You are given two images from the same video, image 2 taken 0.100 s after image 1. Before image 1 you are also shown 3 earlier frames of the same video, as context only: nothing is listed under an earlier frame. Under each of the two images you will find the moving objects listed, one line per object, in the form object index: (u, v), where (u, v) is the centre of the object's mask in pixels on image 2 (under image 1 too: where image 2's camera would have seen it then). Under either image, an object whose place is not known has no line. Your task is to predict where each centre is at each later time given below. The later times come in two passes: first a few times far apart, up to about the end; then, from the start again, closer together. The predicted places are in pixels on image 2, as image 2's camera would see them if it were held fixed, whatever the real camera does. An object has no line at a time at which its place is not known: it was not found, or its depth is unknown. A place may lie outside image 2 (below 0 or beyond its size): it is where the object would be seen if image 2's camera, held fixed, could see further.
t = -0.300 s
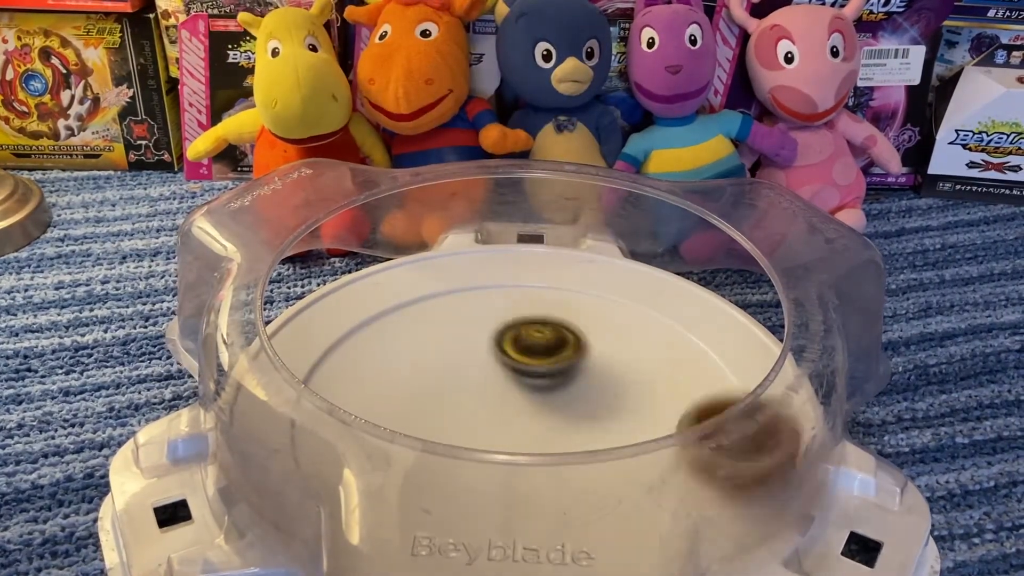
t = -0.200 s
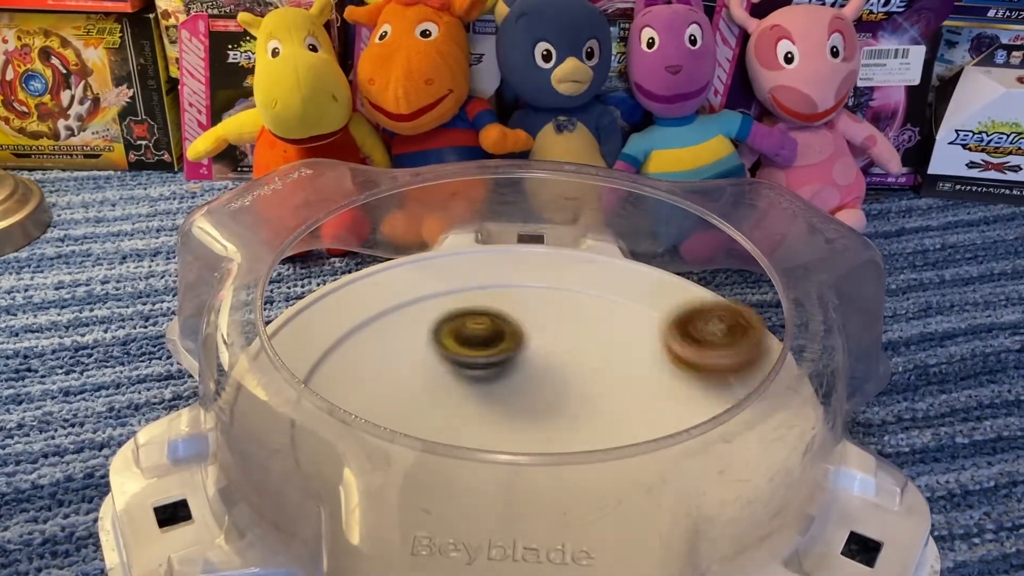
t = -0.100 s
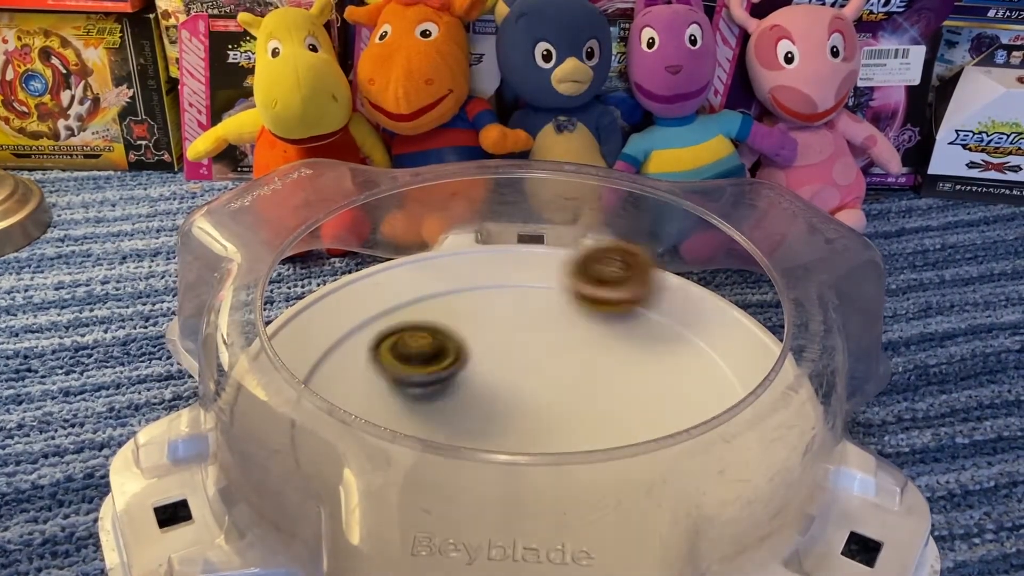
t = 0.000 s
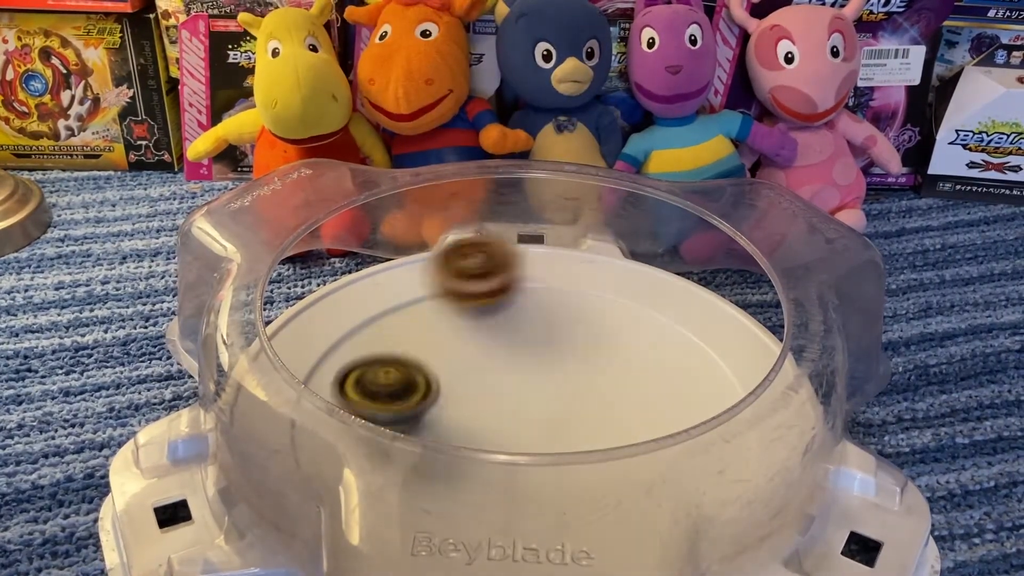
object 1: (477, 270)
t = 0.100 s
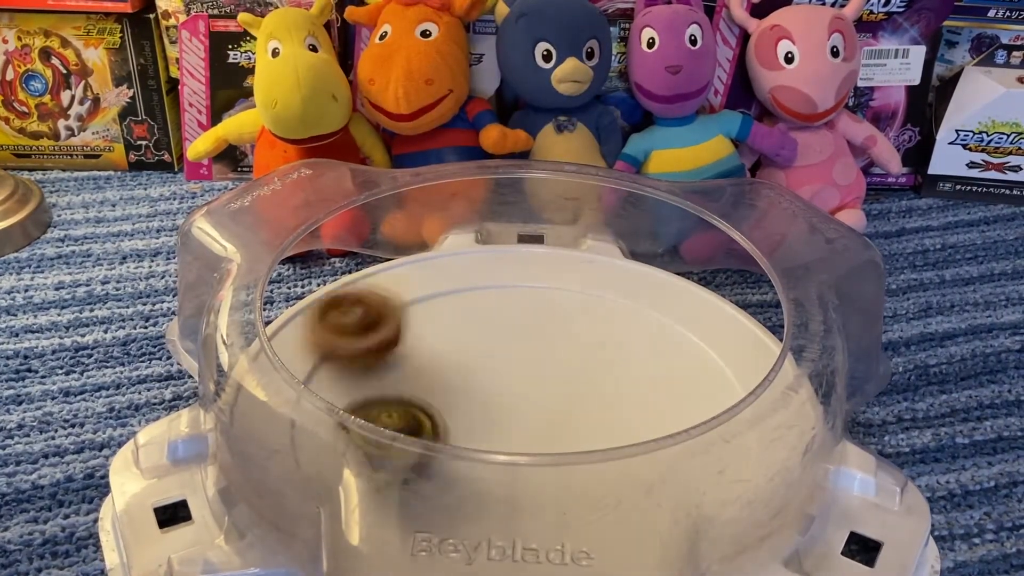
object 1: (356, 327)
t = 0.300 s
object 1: (438, 528)
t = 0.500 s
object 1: (745, 413)
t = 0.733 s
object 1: (541, 278)
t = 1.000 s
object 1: (404, 428)
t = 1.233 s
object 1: (694, 487)
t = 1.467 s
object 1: (673, 319)
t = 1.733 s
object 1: (379, 294)
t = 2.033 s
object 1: (458, 519)
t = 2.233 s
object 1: (699, 461)
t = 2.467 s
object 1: (669, 306)
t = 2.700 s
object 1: (424, 291)
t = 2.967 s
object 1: (325, 341)
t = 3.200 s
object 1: (379, 386)
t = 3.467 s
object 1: (529, 382)
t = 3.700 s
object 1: (543, 299)
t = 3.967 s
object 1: (500, 316)
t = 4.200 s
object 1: (510, 370)
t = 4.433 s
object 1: (614, 400)
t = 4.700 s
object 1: (610, 388)
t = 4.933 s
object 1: (567, 386)
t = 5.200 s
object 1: (487, 410)
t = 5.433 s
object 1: (461, 423)
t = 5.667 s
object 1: (478, 419)
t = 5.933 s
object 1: (489, 396)
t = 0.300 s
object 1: (438, 528)
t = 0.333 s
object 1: (506, 534)
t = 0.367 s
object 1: (587, 533)
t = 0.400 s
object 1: (650, 516)
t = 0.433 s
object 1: (705, 484)
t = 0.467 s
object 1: (734, 450)
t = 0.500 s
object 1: (745, 413)
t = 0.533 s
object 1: (728, 370)
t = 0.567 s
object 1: (721, 346)
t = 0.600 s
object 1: (694, 317)
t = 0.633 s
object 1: (667, 297)
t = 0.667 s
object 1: (628, 289)
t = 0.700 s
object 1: (584, 282)
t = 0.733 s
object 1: (541, 278)
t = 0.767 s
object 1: (511, 281)
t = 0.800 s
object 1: (477, 289)
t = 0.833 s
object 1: (444, 302)
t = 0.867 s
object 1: (414, 322)
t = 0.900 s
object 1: (392, 347)
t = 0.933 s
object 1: (379, 375)
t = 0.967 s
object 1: (386, 398)
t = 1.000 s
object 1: (404, 428)
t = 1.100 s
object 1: (500, 523)
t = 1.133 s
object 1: (551, 523)
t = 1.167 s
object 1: (609, 517)
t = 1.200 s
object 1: (655, 515)
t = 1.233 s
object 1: (694, 487)
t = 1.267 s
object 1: (720, 461)
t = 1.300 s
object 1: (740, 436)
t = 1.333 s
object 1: (745, 406)
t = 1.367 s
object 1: (723, 374)
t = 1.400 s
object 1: (721, 356)
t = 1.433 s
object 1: (701, 336)
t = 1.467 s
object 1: (673, 319)
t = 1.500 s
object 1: (639, 305)
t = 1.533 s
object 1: (601, 295)
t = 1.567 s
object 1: (568, 276)
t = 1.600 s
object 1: (533, 256)
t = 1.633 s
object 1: (491, 265)
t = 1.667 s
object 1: (451, 273)
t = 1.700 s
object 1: (414, 281)
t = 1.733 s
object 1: (379, 294)
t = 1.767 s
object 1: (351, 313)
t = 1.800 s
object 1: (328, 336)
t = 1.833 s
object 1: (323, 357)
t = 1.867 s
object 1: (328, 374)
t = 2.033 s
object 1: (458, 519)
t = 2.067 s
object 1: (503, 521)
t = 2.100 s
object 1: (550, 518)
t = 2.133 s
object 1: (600, 510)
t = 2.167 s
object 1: (640, 502)
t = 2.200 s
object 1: (677, 487)
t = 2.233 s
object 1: (699, 461)
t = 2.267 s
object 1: (719, 443)
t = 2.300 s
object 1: (733, 419)
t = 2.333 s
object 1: (718, 383)
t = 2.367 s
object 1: (724, 365)
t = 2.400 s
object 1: (719, 347)
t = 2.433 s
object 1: (697, 326)
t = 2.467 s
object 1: (669, 306)
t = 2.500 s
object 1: (639, 292)
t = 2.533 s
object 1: (604, 281)
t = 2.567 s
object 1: (568, 275)
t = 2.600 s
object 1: (531, 272)
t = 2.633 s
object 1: (495, 274)
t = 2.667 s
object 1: (459, 281)
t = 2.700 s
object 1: (424, 291)
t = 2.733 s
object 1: (393, 304)
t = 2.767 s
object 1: (365, 320)
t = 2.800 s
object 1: (339, 309)
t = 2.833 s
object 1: (337, 305)
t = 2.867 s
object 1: (336, 313)
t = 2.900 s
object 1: (334, 322)
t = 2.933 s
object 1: (331, 332)
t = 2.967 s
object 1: (325, 341)
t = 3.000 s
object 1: (323, 349)
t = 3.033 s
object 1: (329, 356)
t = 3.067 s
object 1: (335, 362)
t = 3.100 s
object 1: (343, 370)
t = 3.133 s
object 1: (351, 381)
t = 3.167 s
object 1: (365, 385)
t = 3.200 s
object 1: (379, 386)
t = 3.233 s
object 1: (396, 382)
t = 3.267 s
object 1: (412, 381)
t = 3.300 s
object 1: (429, 386)
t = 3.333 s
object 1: (449, 395)
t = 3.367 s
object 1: (471, 397)
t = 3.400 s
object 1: (492, 396)
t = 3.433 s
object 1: (512, 392)
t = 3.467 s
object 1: (529, 382)
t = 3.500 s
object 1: (544, 368)
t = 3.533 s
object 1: (554, 357)
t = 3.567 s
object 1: (558, 343)
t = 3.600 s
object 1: (559, 330)
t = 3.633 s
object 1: (556, 317)
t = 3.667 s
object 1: (550, 309)
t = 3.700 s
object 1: (543, 299)
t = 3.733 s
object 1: (533, 289)
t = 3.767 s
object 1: (523, 288)
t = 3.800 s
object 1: (516, 288)
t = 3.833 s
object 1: (510, 291)
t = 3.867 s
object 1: (507, 295)
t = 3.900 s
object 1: (504, 302)
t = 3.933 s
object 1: (501, 309)
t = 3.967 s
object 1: (500, 316)
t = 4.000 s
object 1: (499, 323)
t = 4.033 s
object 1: (499, 331)
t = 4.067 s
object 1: (499, 338)
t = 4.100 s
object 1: (500, 345)
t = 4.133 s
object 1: (501, 352)
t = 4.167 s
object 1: (504, 360)
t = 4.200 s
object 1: (510, 370)
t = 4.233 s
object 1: (519, 379)
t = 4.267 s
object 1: (532, 387)
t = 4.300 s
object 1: (548, 394)
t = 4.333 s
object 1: (564, 399)
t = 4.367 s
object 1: (582, 402)
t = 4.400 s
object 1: (599, 402)
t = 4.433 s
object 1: (614, 400)
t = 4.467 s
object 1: (625, 397)
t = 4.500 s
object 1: (631, 395)
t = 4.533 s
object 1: (633, 393)
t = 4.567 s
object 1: (632, 392)
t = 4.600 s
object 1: (628, 390)
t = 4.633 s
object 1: (623, 389)
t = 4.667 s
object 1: (617, 389)
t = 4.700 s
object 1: (610, 388)
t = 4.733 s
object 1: (604, 388)
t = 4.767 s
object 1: (597, 387)
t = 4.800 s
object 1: (591, 387)
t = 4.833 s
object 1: (585, 387)
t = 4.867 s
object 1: (579, 386)
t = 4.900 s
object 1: (573, 386)
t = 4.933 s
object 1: (567, 386)
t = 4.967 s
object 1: (560, 386)
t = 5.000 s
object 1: (554, 387)
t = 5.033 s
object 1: (542, 389)
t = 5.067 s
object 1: (531, 392)
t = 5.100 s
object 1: (520, 396)
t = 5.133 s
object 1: (508, 401)
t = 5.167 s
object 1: (498, 405)
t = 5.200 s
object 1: (487, 410)
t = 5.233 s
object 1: (478, 414)
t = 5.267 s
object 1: (470, 415)
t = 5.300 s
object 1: (464, 419)
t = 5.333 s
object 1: (461, 421)
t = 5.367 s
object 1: (460, 422)
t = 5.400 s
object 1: (460, 423)
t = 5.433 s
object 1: (461, 423)
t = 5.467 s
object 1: (462, 423)
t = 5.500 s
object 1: (466, 423)
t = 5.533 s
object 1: (467, 423)
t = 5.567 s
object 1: (470, 422)
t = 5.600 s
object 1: (473, 421)
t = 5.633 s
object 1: (476, 420)
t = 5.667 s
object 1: (478, 419)
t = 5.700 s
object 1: (480, 418)
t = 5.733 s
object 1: (483, 416)
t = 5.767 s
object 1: (485, 414)
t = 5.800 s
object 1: (487, 412)
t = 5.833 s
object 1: (488, 410)
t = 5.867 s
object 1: (489, 406)
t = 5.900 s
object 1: (489, 400)
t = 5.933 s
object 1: (489, 396)
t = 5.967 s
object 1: (489, 391)
